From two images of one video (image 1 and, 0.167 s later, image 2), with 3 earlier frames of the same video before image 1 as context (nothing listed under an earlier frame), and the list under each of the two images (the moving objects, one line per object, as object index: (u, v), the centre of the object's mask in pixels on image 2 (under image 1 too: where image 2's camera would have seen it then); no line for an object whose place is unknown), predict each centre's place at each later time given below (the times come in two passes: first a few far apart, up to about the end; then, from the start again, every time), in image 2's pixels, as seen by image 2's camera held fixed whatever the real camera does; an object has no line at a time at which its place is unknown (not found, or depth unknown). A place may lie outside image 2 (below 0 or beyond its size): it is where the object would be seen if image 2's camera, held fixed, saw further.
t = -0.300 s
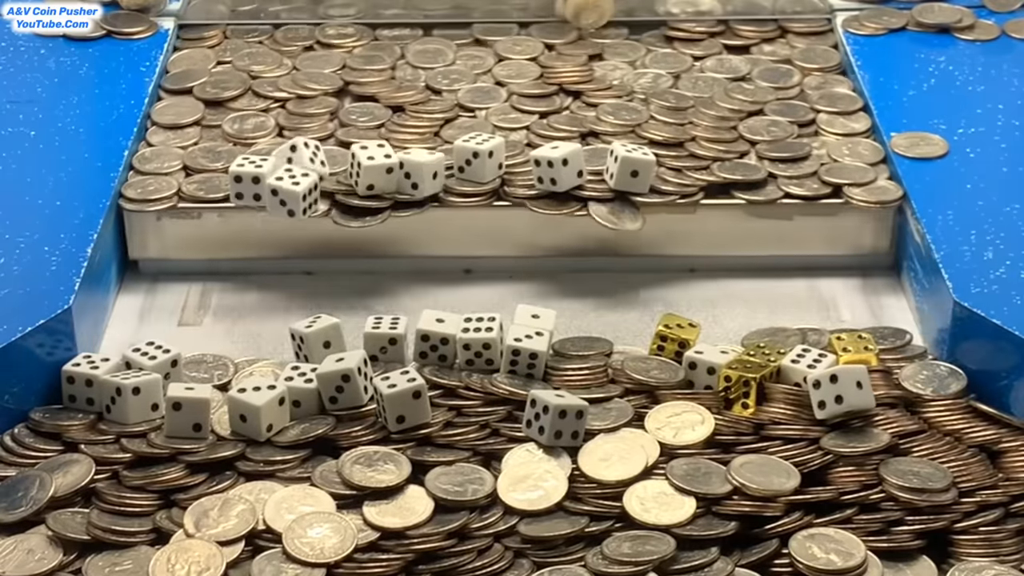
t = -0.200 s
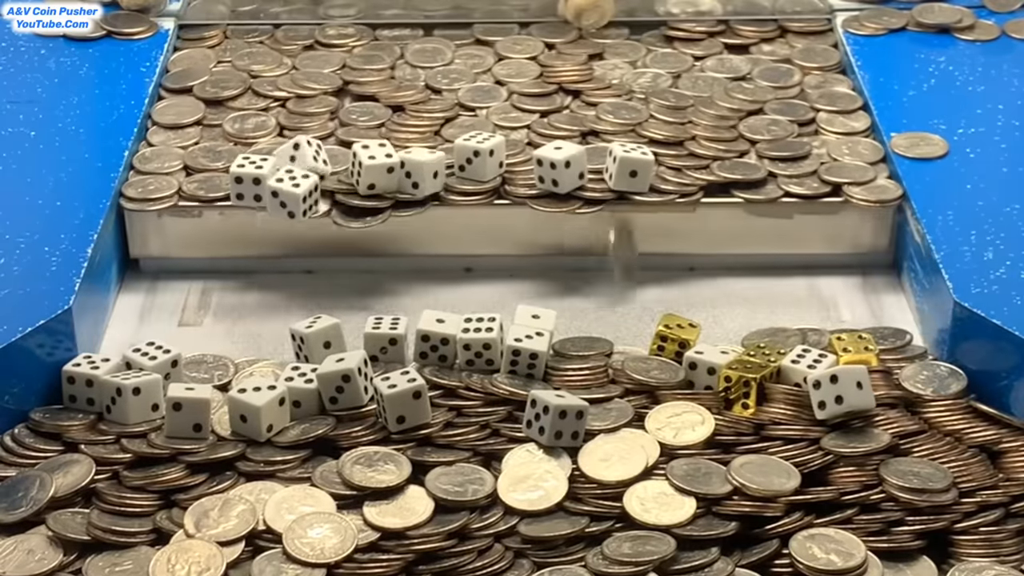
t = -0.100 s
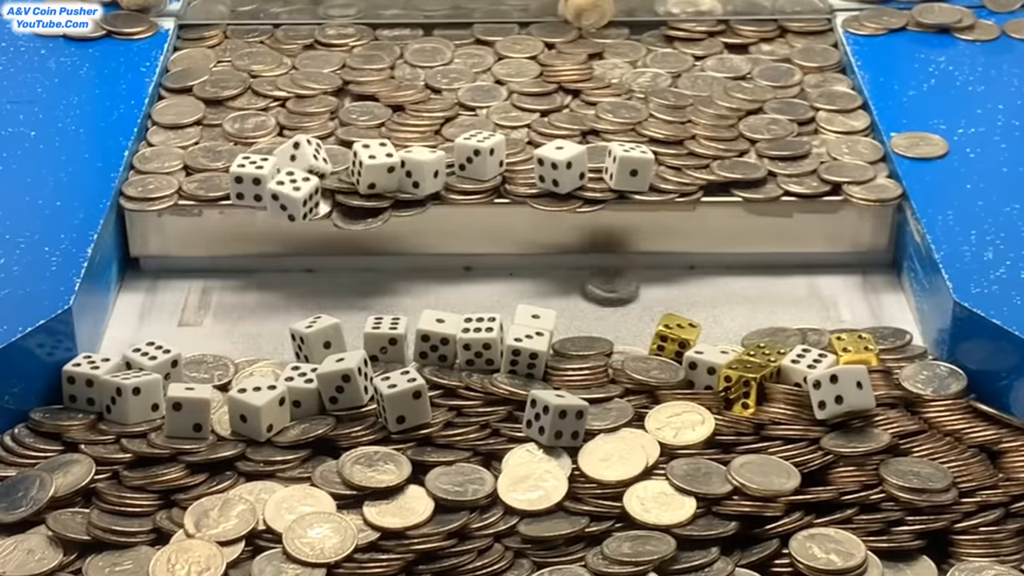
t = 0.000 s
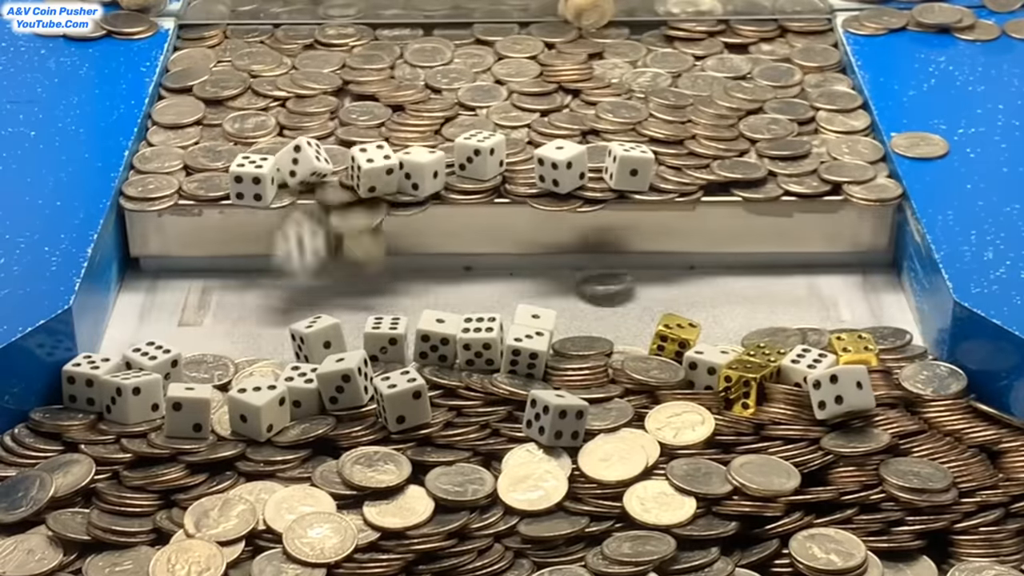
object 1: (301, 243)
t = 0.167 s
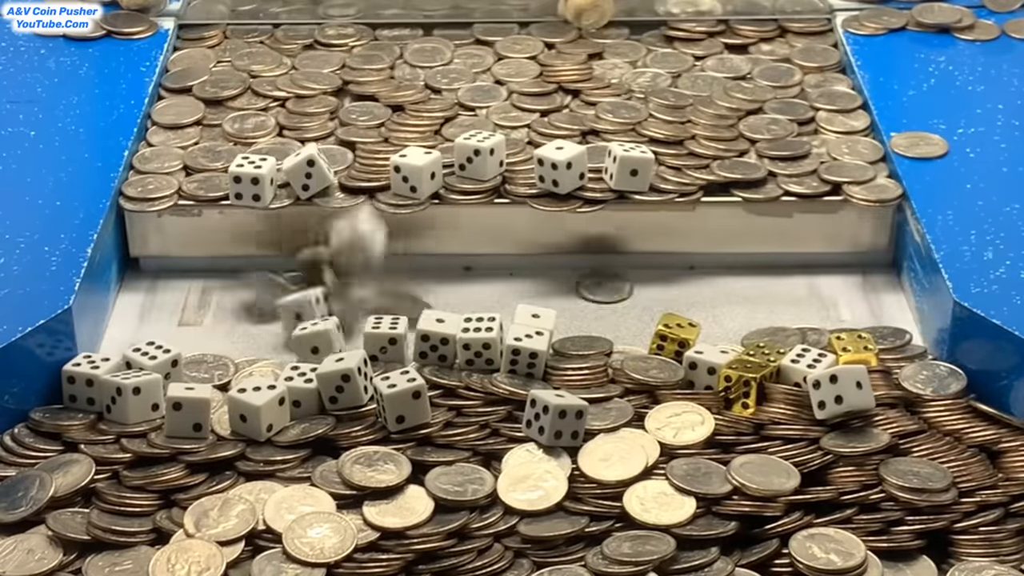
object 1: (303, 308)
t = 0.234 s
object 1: (289, 323)
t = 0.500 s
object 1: (279, 327)
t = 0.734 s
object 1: (279, 327)
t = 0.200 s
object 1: (298, 312)
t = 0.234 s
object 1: (289, 323)
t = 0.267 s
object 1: (285, 323)
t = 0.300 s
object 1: (280, 327)
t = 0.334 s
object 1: (279, 327)
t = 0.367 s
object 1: (279, 327)
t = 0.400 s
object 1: (279, 327)
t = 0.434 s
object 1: (279, 327)
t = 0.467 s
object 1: (279, 327)
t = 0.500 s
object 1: (279, 327)
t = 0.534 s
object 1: (279, 327)
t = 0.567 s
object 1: (279, 327)
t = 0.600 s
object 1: (279, 327)
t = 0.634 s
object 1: (279, 327)
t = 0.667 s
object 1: (279, 327)
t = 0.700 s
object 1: (279, 327)
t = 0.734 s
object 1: (279, 327)
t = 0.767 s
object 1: (278, 326)
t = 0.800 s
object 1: (278, 326)
